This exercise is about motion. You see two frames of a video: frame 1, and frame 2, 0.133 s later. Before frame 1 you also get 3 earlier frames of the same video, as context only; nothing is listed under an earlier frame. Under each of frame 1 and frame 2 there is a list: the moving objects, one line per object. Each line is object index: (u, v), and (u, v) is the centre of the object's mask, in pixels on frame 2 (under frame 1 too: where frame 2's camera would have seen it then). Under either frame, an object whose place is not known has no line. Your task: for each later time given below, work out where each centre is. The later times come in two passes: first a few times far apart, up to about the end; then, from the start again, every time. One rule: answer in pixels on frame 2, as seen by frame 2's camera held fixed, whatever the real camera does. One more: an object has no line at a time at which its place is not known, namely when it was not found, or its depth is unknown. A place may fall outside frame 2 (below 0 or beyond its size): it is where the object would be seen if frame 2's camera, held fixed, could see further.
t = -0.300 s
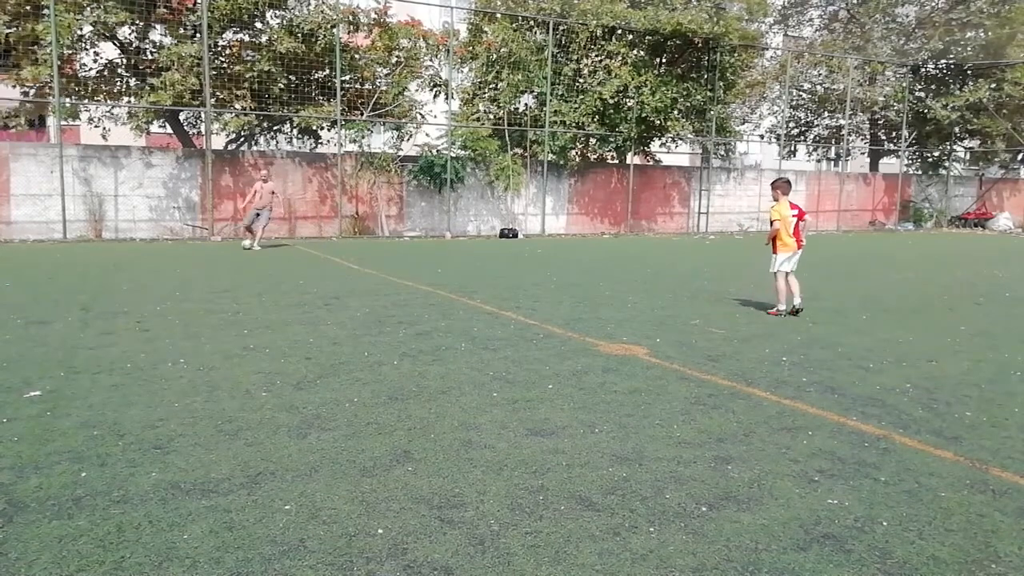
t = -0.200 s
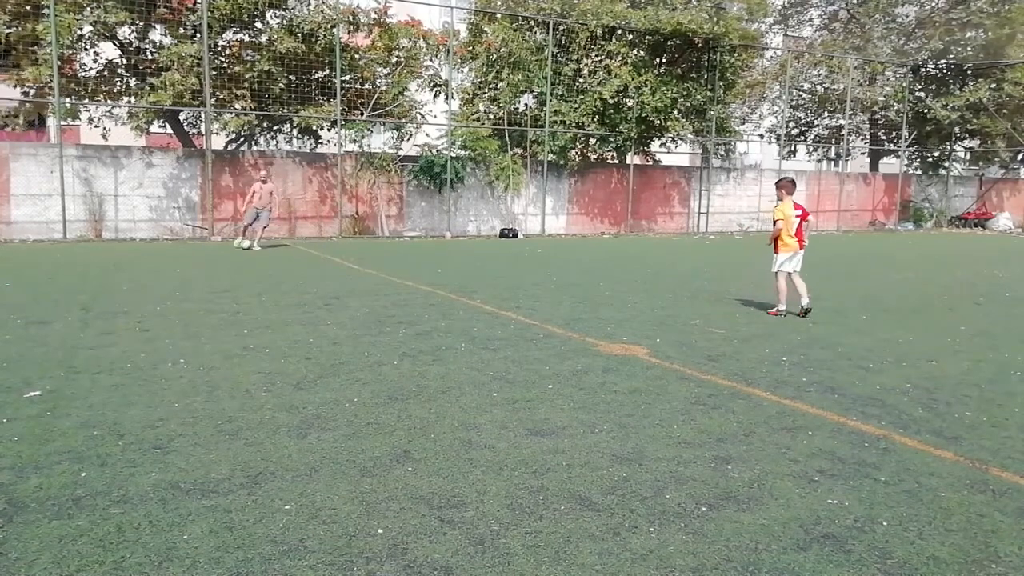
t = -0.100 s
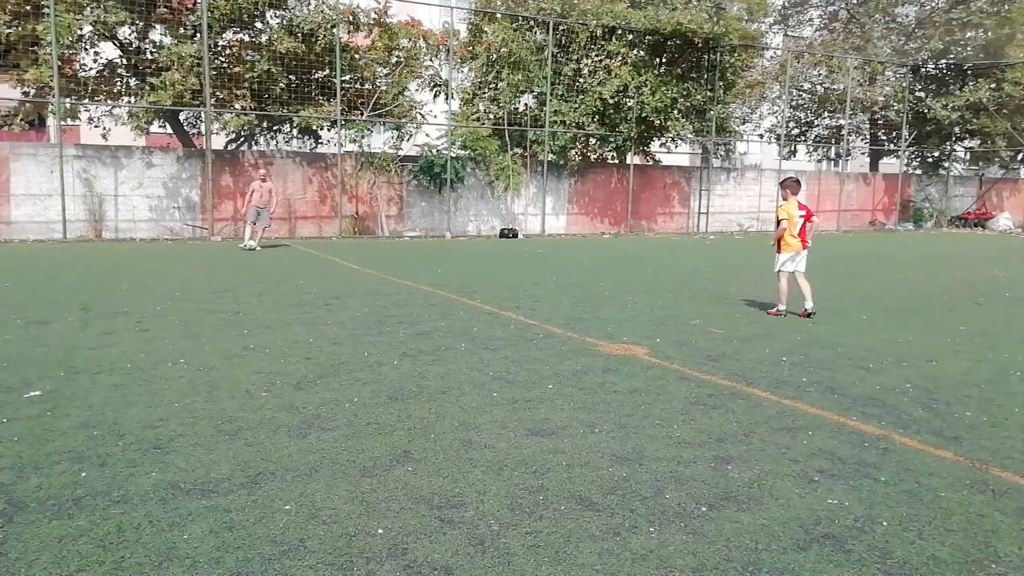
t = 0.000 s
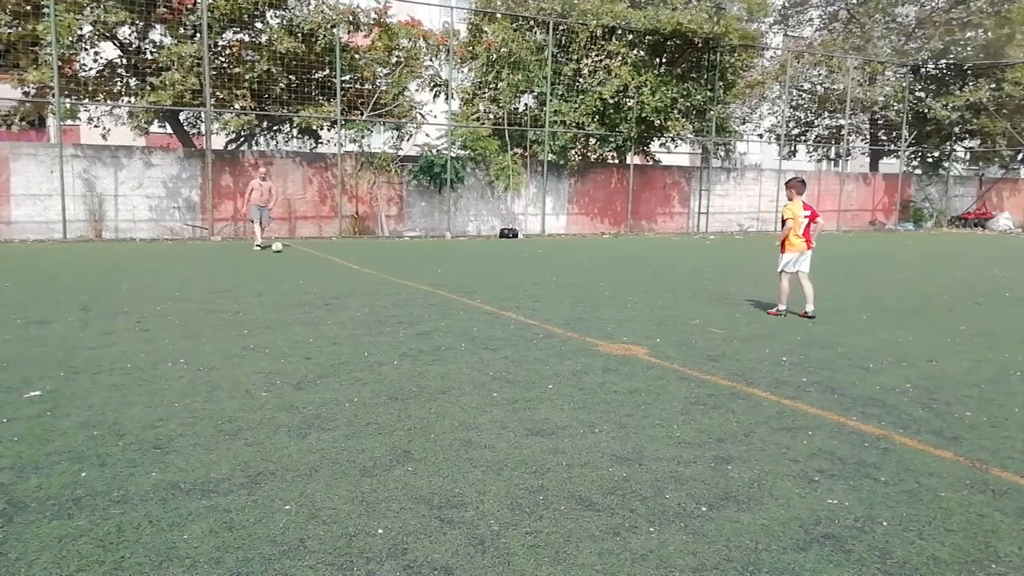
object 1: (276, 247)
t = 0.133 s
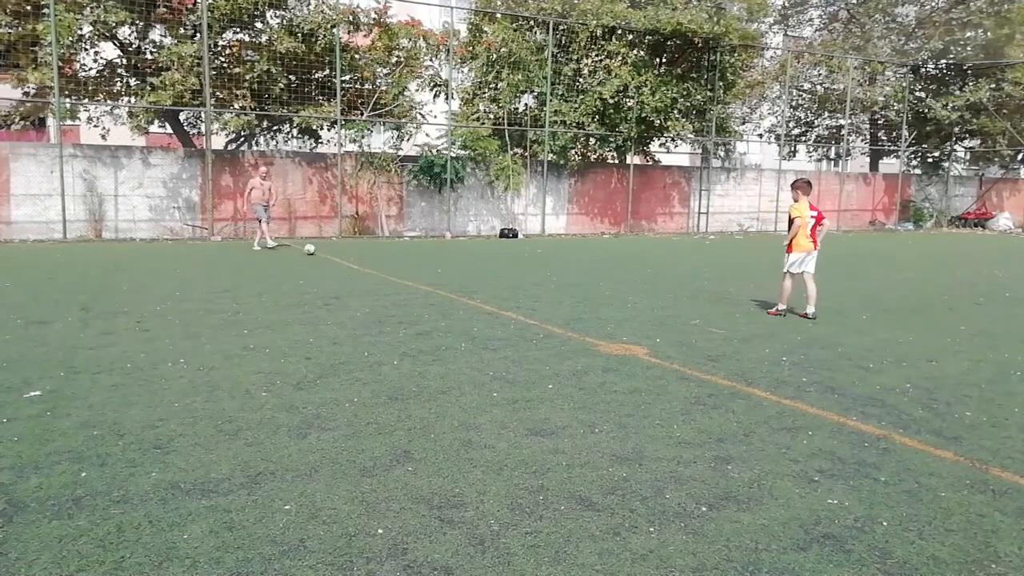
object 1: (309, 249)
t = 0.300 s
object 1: (348, 253)
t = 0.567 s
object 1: (403, 257)
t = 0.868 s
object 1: (466, 262)
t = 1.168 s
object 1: (532, 265)
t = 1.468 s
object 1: (604, 271)
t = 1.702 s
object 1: (663, 273)
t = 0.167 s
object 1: (317, 250)
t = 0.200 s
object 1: (325, 250)
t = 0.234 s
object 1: (333, 251)
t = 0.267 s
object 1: (340, 251)
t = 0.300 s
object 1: (348, 253)
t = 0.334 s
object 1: (355, 253)
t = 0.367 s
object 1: (362, 253)
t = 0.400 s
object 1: (369, 254)
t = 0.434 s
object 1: (376, 255)
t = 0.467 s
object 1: (382, 254)
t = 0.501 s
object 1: (389, 255)
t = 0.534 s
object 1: (396, 257)
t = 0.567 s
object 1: (403, 257)
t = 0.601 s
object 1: (409, 257)
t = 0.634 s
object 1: (416, 258)
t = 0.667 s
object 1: (423, 259)
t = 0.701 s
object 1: (430, 259)
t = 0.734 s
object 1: (437, 260)
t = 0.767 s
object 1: (444, 260)
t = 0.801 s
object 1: (451, 261)
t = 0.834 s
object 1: (459, 261)
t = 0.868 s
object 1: (466, 262)
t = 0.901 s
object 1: (472, 262)
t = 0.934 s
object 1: (480, 262)
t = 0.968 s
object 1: (487, 262)
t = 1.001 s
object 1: (495, 264)
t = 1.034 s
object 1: (502, 265)
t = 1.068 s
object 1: (510, 264)
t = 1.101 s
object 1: (517, 263)
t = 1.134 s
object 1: (525, 264)
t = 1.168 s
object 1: (532, 265)
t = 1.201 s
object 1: (540, 267)
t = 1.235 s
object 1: (547, 269)
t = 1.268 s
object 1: (556, 268)
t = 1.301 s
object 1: (563, 268)
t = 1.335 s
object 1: (571, 268)
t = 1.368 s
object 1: (579, 269)
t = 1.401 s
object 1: (587, 270)
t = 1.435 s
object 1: (596, 271)
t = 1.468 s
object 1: (604, 271)
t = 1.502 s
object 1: (612, 270)
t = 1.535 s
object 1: (620, 271)
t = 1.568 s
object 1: (629, 272)
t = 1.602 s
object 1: (637, 274)
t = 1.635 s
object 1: (646, 273)
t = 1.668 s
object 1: (654, 272)
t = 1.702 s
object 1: (663, 273)
